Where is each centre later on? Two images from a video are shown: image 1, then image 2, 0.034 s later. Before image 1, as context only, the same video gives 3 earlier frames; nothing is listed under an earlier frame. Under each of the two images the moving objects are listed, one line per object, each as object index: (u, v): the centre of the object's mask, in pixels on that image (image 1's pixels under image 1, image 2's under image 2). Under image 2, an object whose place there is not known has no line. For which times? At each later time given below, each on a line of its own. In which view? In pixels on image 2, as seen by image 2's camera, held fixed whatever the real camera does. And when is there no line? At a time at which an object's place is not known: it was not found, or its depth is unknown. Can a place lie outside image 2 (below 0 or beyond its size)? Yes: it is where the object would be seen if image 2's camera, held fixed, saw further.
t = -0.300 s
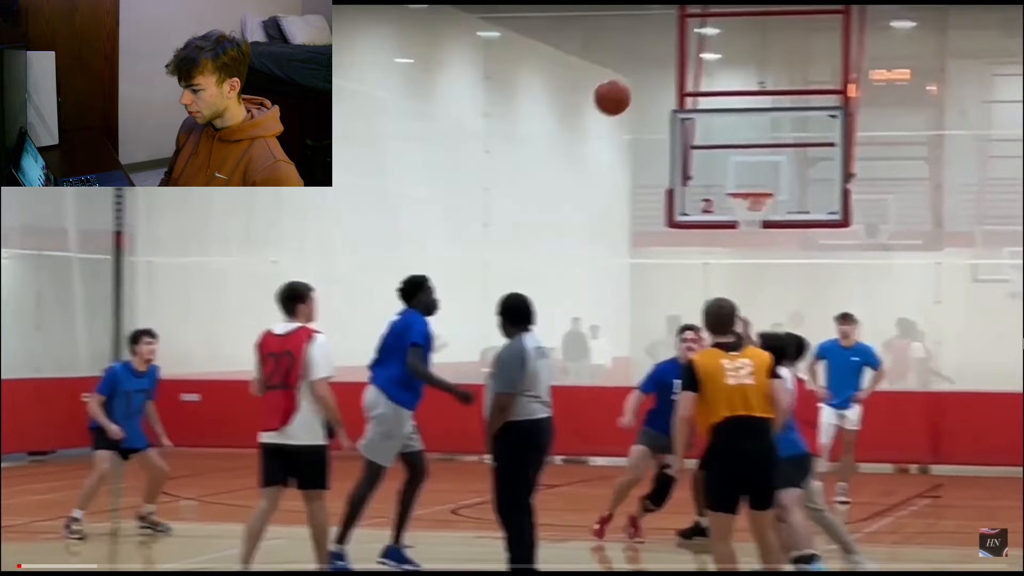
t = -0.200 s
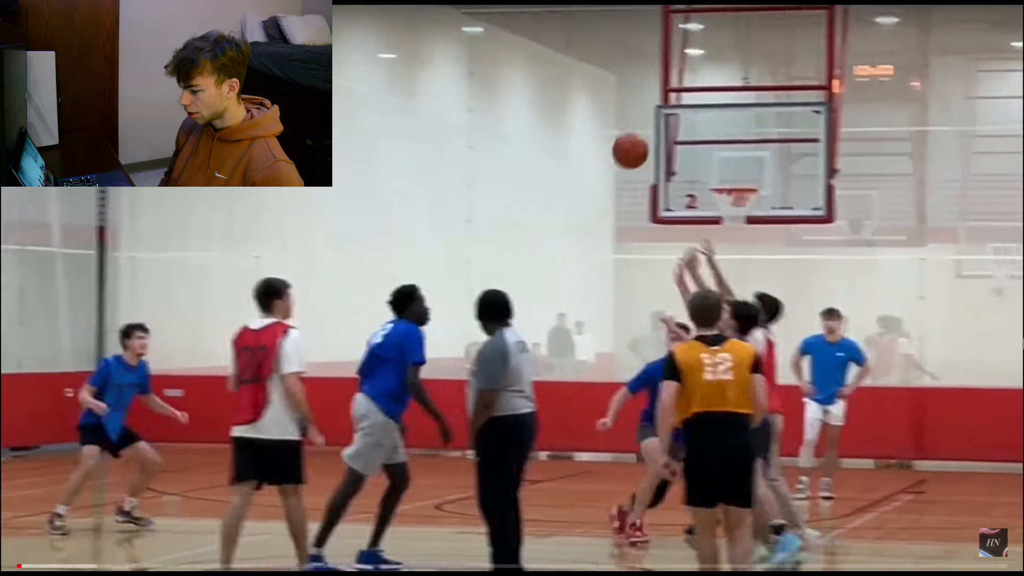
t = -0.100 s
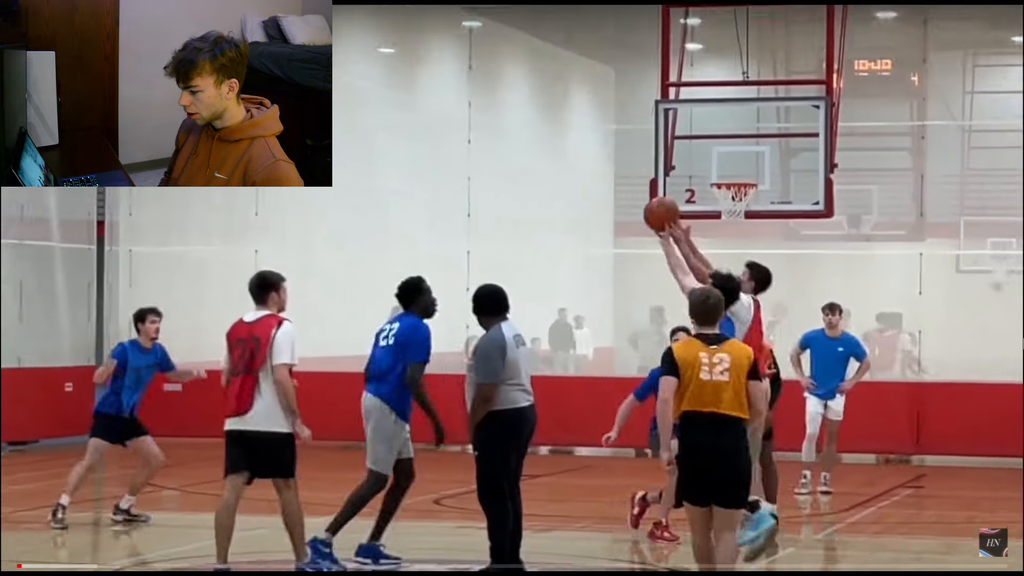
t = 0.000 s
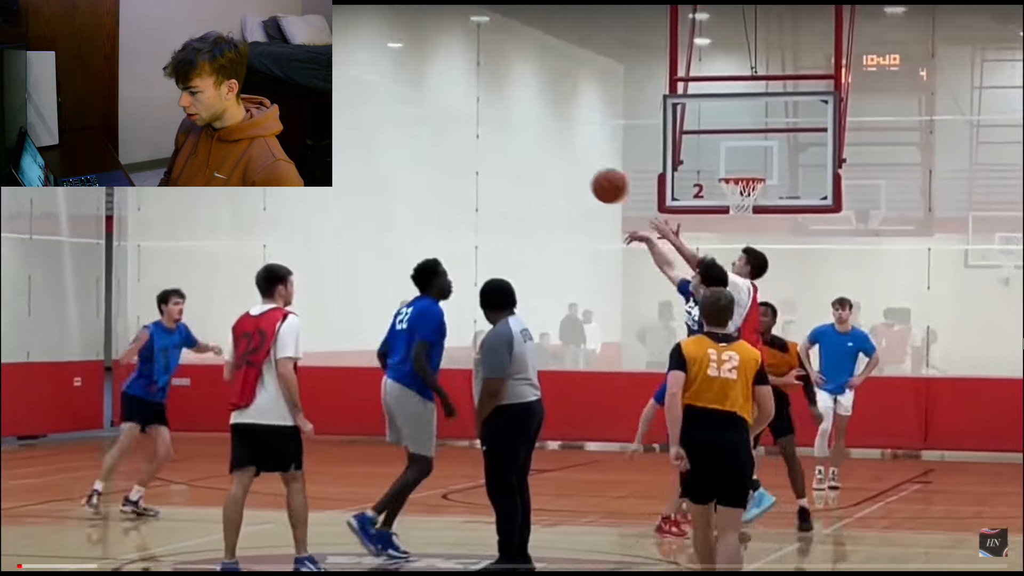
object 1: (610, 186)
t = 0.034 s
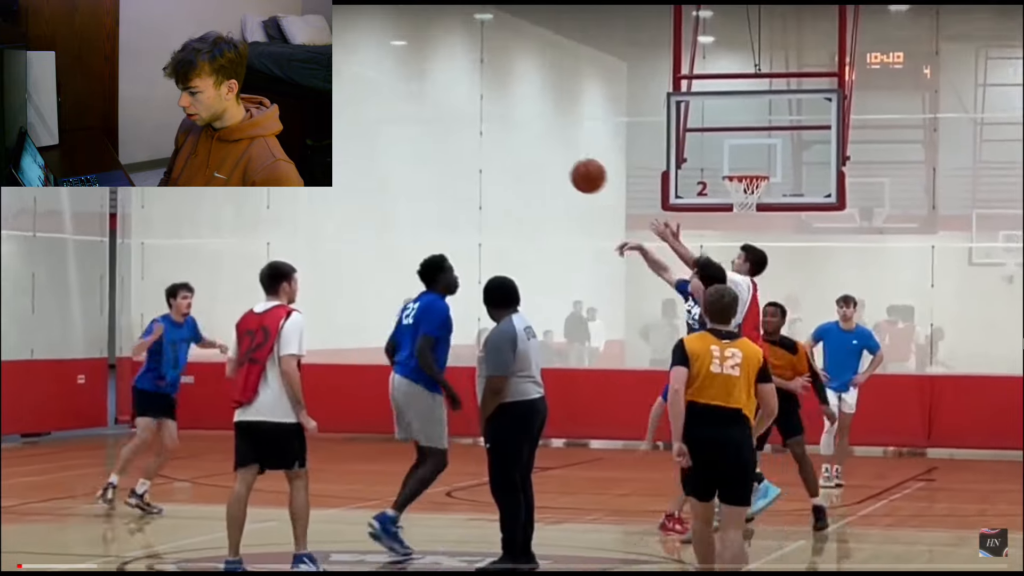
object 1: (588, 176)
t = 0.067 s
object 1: (563, 170)
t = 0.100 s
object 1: (535, 166)
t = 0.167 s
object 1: (483, 164)
